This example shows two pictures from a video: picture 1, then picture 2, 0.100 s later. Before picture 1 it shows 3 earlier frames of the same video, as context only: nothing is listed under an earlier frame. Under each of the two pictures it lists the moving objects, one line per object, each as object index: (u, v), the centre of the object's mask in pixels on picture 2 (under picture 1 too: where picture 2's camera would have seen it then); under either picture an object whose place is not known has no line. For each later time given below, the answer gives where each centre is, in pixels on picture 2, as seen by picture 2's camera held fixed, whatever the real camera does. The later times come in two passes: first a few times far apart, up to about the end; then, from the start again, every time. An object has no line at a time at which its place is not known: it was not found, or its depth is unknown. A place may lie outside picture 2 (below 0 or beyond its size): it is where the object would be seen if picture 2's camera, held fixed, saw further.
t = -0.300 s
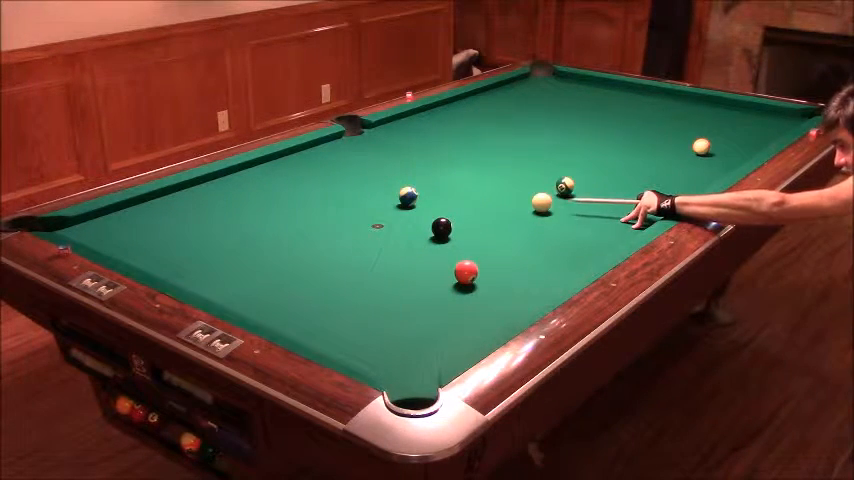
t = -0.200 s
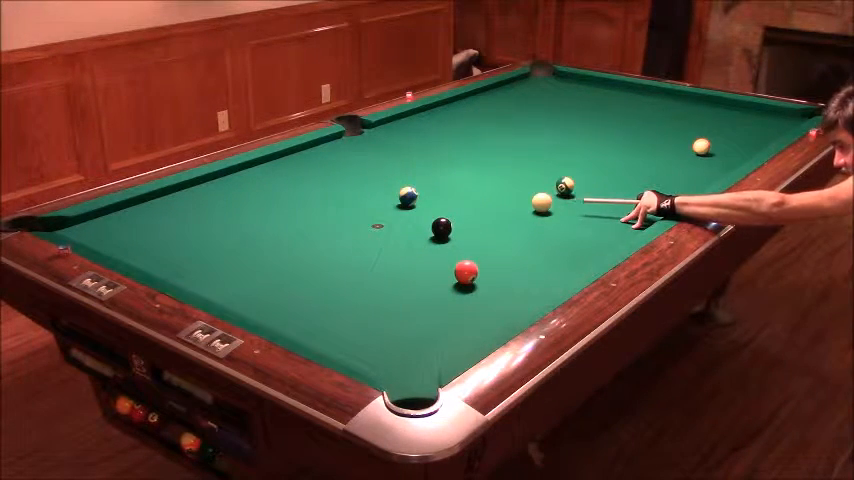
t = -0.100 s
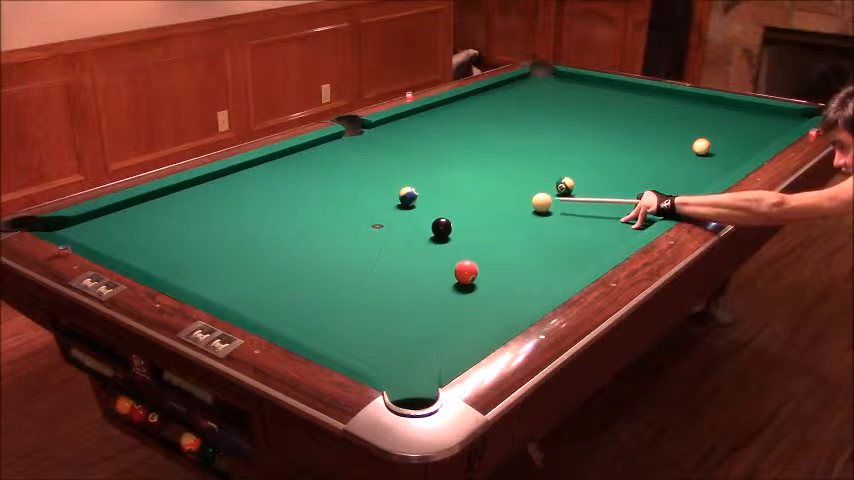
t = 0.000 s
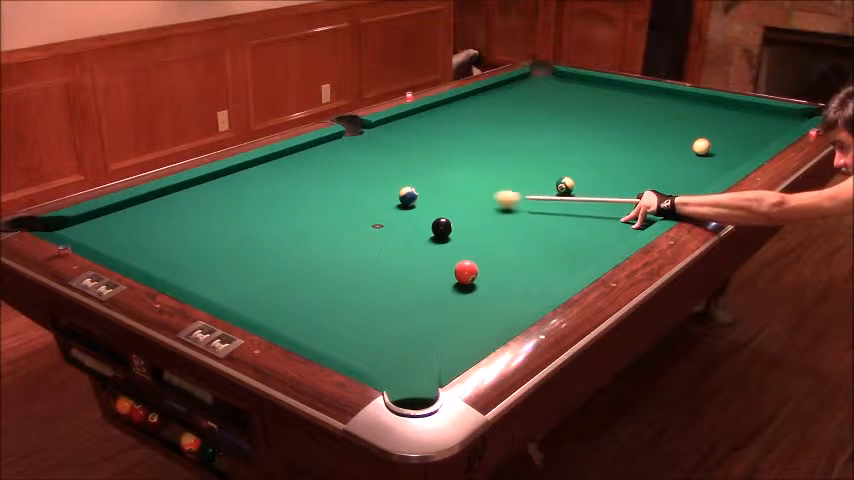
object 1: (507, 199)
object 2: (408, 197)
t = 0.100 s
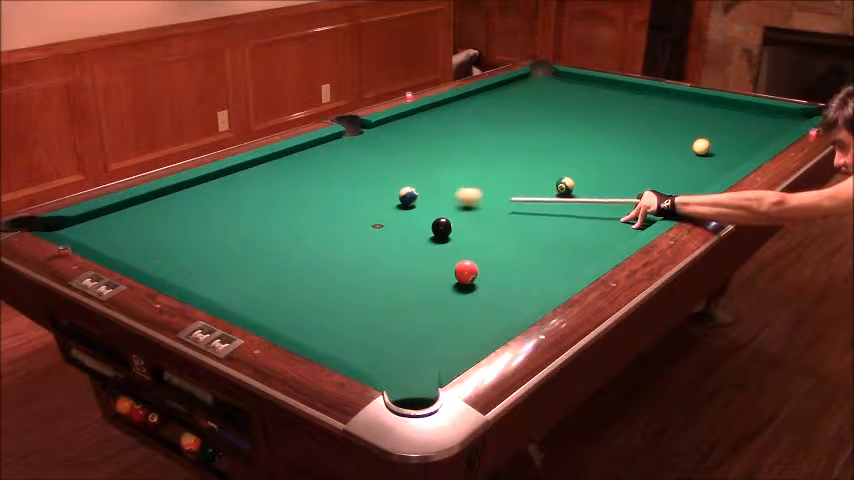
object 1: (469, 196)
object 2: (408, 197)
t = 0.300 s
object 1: (420, 189)
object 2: (381, 199)
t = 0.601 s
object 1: (387, 176)
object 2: (315, 205)
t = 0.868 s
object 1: (360, 166)
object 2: (259, 210)
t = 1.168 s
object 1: (333, 156)
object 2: (197, 216)
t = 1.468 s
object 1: (310, 147)
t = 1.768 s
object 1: (328, 147)
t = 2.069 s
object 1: (345, 148)
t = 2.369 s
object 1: (361, 150)
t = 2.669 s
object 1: (375, 150)
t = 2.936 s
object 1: (386, 151)
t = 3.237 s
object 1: (396, 152)
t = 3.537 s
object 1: (404, 152)
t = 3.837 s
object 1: (410, 152)
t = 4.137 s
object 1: (414, 152)
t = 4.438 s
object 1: (416, 152)
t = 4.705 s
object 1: (416, 152)
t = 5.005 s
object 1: (416, 152)
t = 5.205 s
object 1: (416, 152)
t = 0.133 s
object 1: (456, 196)
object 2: (408, 197)
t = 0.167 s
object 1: (444, 195)
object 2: (408, 197)
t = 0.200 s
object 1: (431, 194)
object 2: (407, 197)
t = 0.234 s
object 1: (425, 193)
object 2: (400, 197)
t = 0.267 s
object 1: (423, 191)
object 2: (390, 198)
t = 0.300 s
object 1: (420, 189)
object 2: (381, 199)
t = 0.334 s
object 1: (416, 188)
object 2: (373, 200)
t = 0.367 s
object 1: (413, 186)
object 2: (365, 201)
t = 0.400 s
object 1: (409, 185)
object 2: (358, 201)
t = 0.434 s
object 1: (405, 184)
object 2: (351, 202)
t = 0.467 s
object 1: (401, 182)
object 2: (344, 202)
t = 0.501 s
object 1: (397, 181)
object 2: (336, 204)
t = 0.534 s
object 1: (394, 179)
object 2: (329, 204)
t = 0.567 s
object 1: (390, 178)
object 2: (322, 204)
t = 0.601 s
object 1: (387, 176)
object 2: (315, 205)
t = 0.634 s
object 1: (383, 175)
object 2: (308, 206)
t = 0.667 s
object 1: (380, 174)
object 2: (302, 207)
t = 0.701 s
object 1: (376, 173)
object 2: (295, 207)
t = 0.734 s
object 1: (373, 171)
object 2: (287, 208)
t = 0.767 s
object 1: (370, 170)
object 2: (280, 209)
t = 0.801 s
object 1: (366, 169)
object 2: (274, 209)
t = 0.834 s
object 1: (363, 168)
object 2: (266, 210)
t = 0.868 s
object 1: (360, 166)
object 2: (259, 210)
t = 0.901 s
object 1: (357, 165)
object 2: (251, 211)
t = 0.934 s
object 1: (354, 164)
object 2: (245, 212)
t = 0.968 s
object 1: (351, 163)
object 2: (239, 212)
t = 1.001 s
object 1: (348, 161)
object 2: (232, 213)
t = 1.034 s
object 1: (345, 161)
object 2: (224, 213)
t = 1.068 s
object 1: (342, 159)
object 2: (217, 214)
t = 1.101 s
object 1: (339, 158)
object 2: (210, 215)
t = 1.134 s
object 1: (336, 157)
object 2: (205, 216)
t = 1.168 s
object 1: (333, 156)
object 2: (197, 216)
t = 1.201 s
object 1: (330, 155)
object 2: (189, 217)
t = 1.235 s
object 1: (328, 154)
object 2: (182, 218)
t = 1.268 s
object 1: (326, 153)
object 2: (176, 219)
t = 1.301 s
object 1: (323, 152)
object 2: (171, 219)
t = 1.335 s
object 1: (320, 151)
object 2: (163, 219)
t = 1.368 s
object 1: (317, 150)
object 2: (156, 219)
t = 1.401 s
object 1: (315, 149)
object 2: (148, 220)
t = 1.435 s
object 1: (312, 148)
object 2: (144, 221)
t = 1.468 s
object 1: (310, 147)
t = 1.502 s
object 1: (310, 147)
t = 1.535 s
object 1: (312, 147)
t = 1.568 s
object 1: (314, 147)
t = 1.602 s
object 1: (317, 147)
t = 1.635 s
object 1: (319, 147)
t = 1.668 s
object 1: (321, 147)
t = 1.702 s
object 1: (323, 147)
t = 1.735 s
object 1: (325, 147)
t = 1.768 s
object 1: (328, 147)
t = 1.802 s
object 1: (329, 147)
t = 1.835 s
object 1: (331, 148)
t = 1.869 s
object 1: (333, 148)
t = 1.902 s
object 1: (335, 148)
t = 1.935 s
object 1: (337, 148)
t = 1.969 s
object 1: (339, 148)
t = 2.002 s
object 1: (341, 148)
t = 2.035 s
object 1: (343, 148)
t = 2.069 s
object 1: (345, 148)
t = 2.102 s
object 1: (347, 149)
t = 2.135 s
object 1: (349, 149)
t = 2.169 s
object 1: (351, 149)
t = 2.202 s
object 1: (352, 149)
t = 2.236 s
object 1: (354, 149)
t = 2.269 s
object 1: (356, 149)
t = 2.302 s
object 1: (358, 149)
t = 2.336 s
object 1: (359, 149)
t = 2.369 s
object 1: (361, 150)
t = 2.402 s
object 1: (363, 150)
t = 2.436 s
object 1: (364, 150)
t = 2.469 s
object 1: (366, 150)
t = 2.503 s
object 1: (367, 150)
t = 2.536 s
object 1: (369, 150)
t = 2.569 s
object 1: (370, 150)
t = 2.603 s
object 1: (372, 150)
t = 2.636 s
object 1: (373, 150)
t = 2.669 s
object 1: (375, 150)
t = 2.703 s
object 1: (376, 151)
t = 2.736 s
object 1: (378, 151)
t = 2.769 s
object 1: (379, 151)
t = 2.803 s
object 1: (380, 151)
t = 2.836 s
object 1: (382, 151)
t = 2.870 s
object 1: (383, 151)
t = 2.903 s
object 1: (384, 151)
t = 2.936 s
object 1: (386, 151)
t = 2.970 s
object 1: (387, 151)
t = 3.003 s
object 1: (388, 151)
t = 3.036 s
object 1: (389, 151)
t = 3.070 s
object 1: (391, 151)
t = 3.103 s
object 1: (391, 151)
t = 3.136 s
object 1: (393, 151)
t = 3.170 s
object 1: (394, 151)
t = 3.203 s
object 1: (395, 151)
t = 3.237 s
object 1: (396, 152)
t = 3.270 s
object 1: (397, 152)
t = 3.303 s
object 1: (398, 152)
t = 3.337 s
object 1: (399, 152)
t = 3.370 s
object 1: (400, 152)
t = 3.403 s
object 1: (400, 152)
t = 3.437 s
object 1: (401, 152)
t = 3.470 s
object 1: (402, 152)
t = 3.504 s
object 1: (403, 152)
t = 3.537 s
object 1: (404, 152)
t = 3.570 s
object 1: (405, 152)
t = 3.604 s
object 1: (405, 152)
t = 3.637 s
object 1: (406, 152)
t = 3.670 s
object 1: (407, 152)
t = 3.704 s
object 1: (408, 152)
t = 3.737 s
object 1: (408, 152)
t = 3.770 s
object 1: (409, 152)
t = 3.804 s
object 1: (409, 152)
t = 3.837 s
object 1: (410, 152)
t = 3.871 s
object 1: (411, 152)
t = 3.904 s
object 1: (411, 152)
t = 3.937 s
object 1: (411, 153)
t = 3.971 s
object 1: (412, 152)
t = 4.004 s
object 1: (413, 152)
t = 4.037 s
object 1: (413, 152)
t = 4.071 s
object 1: (414, 152)
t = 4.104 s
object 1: (414, 152)
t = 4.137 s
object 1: (414, 152)
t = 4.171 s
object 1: (414, 152)
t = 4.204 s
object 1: (415, 152)
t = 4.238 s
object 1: (415, 152)
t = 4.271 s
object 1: (415, 152)
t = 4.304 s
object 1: (415, 152)
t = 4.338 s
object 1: (416, 152)
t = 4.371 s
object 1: (416, 152)
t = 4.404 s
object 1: (416, 152)
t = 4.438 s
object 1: (416, 152)
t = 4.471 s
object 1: (416, 152)
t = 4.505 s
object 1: (417, 152)
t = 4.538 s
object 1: (416, 152)
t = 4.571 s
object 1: (417, 152)
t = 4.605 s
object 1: (416, 152)
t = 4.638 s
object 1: (417, 152)
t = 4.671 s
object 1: (416, 152)
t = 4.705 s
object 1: (416, 152)
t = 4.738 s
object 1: (416, 152)
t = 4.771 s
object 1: (416, 152)
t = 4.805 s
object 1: (416, 152)
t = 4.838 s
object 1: (416, 152)
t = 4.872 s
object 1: (416, 152)
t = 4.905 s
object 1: (416, 153)
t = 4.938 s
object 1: (416, 152)
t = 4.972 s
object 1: (416, 152)
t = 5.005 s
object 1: (416, 152)
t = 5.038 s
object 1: (416, 152)
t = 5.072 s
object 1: (416, 153)
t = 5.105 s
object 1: (416, 152)
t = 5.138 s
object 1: (416, 153)
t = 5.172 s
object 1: (416, 152)
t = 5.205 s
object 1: (416, 152)
